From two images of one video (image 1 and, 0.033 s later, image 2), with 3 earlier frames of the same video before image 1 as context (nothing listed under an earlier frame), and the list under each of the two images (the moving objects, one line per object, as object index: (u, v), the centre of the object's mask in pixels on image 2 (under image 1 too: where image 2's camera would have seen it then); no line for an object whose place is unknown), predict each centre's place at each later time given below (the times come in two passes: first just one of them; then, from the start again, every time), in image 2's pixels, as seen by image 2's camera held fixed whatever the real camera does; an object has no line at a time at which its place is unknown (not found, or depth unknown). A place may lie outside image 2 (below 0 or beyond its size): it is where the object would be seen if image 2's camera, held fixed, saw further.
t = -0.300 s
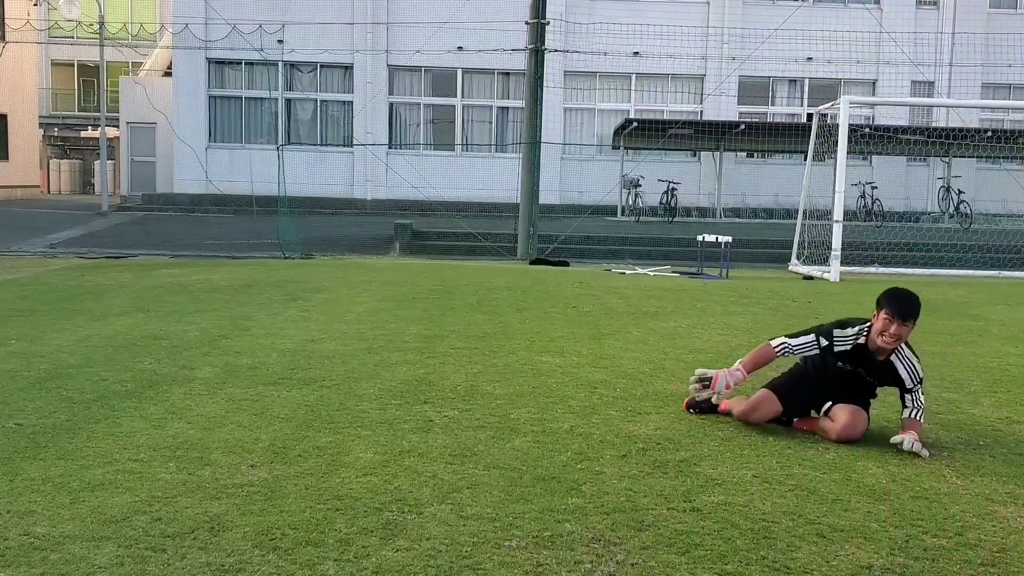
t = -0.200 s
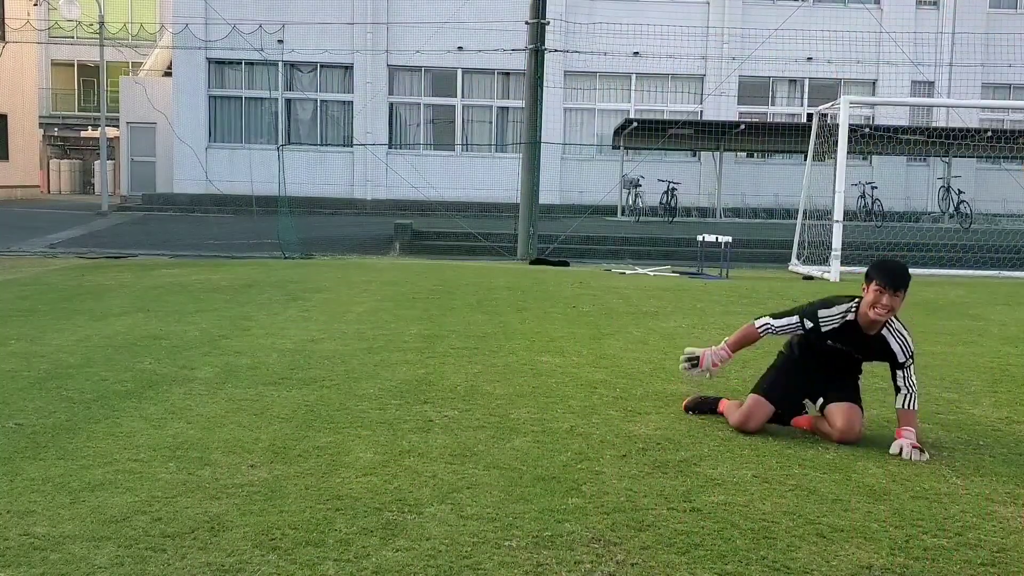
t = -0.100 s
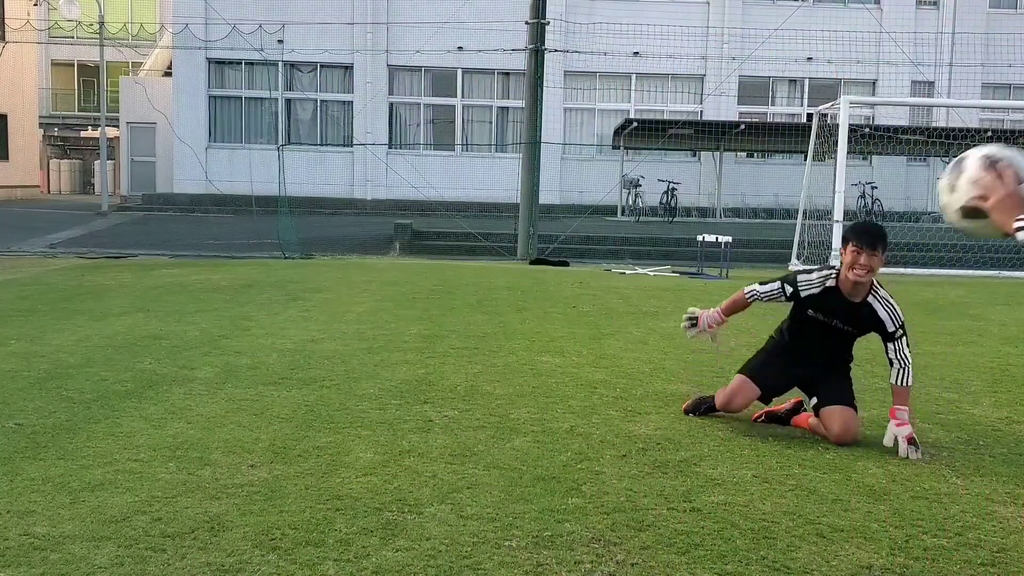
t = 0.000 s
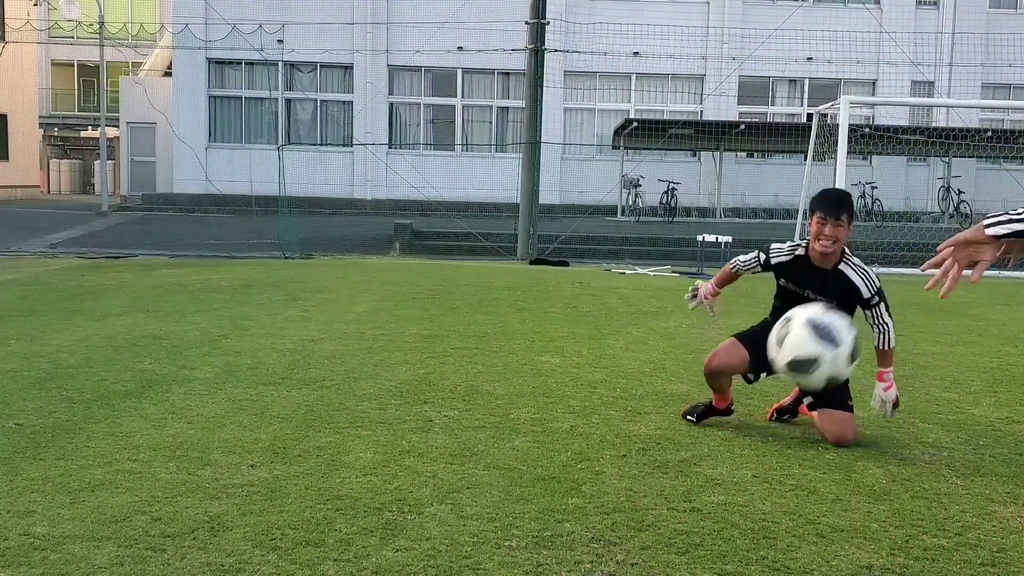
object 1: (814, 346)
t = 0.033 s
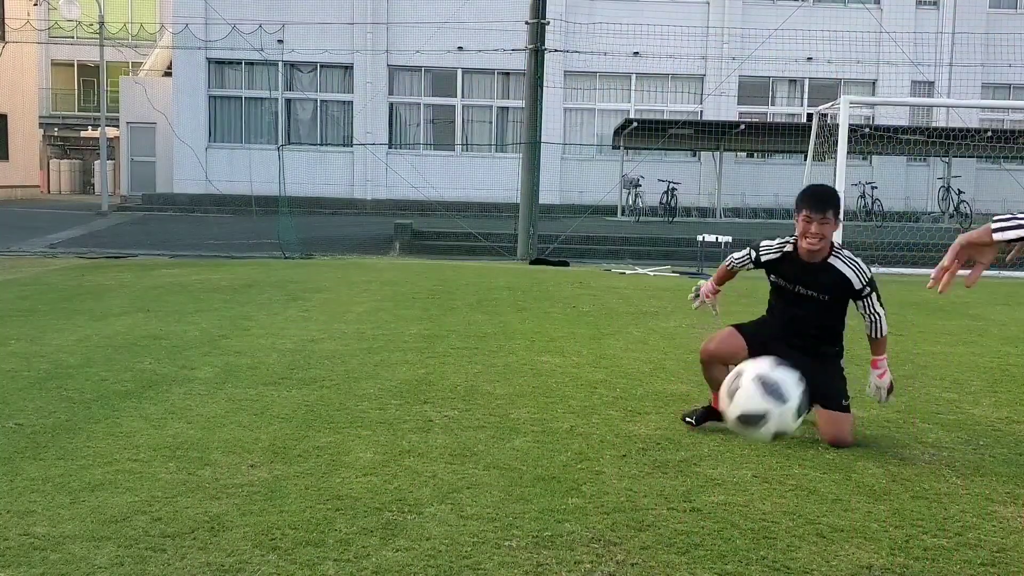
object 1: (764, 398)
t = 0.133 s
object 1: (632, 550)
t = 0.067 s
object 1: (717, 451)
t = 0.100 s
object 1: (673, 504)
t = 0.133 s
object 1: (632, 550)
